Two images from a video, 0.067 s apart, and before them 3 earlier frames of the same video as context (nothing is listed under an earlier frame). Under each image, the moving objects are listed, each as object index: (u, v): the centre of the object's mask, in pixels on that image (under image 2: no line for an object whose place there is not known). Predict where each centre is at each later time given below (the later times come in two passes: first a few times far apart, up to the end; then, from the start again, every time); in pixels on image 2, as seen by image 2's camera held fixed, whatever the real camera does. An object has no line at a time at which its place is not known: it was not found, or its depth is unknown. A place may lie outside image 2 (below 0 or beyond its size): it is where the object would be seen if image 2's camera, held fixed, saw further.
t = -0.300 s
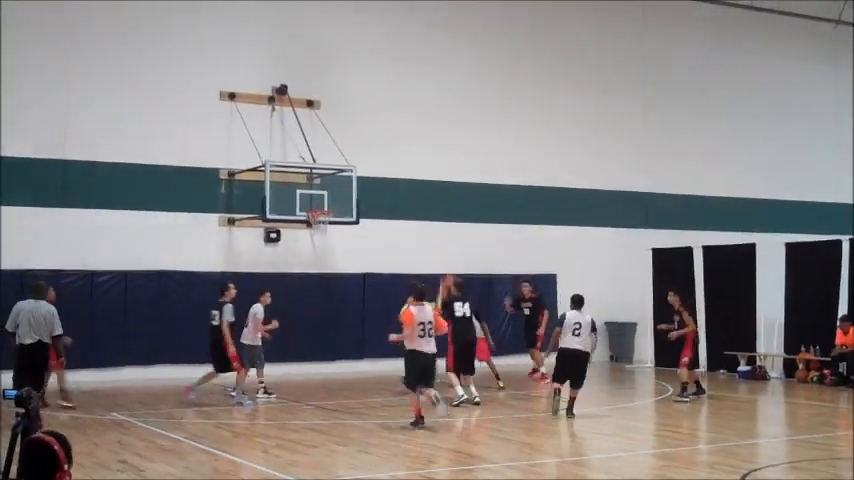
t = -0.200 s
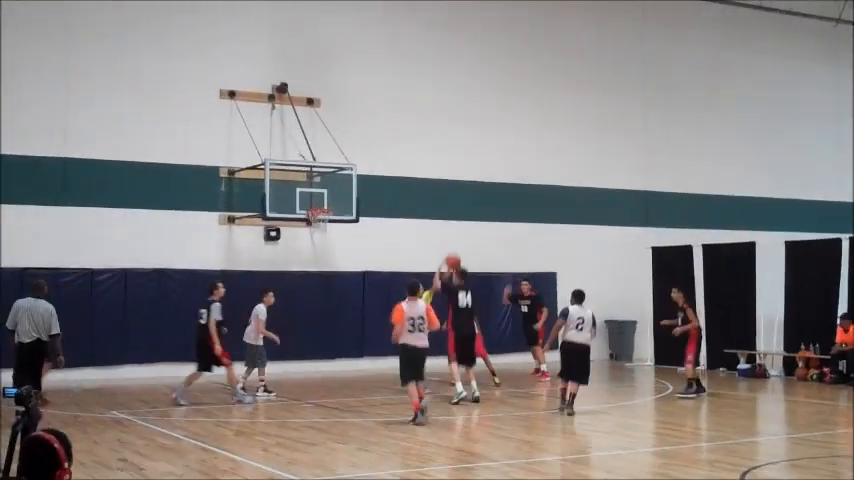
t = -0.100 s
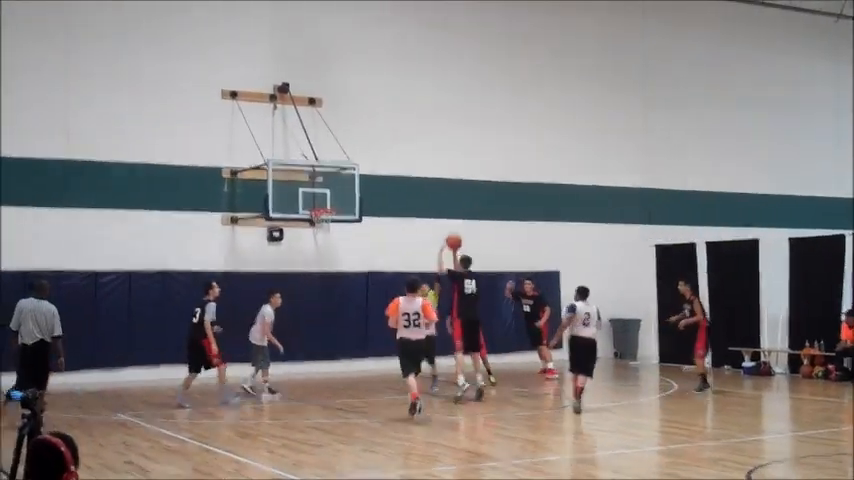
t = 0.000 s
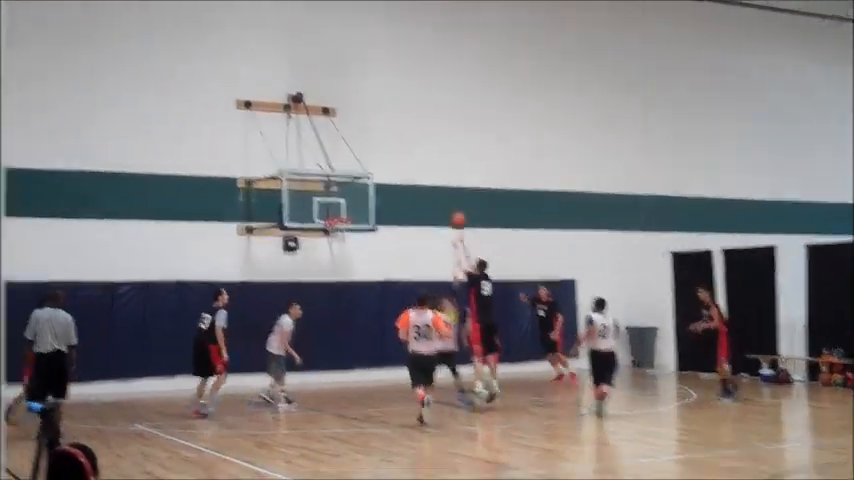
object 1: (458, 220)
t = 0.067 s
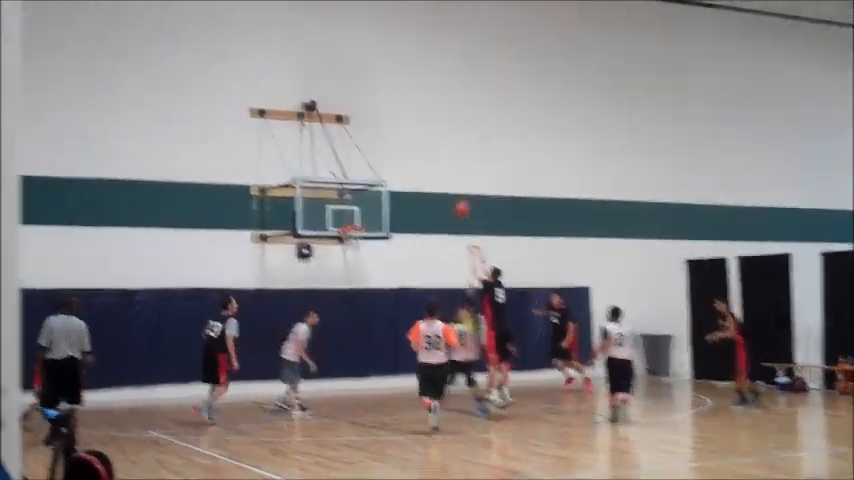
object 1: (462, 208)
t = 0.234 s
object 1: (436, 175)
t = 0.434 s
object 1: (410, 160)
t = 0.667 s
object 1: (382, 171)
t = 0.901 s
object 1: (355, 213)
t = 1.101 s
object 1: (345, 240)
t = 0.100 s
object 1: (456, 199)
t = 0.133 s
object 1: (451, 193)
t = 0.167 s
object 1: (446, 186)
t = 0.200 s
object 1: (441, 180)
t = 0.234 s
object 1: (436, 175)
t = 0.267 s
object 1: (432, 171)
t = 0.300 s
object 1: (427, 167)
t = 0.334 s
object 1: (423, 164)
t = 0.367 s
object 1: (418, 162)
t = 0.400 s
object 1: (414, 161)
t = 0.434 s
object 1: (410, 160)
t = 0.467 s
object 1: (406, 160)
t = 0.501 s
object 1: (401, 160)
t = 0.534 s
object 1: (398, 161)
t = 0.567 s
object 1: (393, 162)
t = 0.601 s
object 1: (390, 165)
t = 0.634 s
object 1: (386, 168)
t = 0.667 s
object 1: (382, 171)
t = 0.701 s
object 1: (378, 175)
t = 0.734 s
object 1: (374, 179)
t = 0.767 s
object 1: (370, 185)
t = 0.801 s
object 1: (366, 192)
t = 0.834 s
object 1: (364, 198)
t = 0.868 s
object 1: (360, 204)
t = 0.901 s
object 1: (355, 213)
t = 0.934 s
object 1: (351, 220)
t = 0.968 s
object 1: (349, 228)
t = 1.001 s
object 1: (345, 234)
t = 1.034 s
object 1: (344, 239)
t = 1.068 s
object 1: (344, 239)
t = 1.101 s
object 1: (345, 240)
